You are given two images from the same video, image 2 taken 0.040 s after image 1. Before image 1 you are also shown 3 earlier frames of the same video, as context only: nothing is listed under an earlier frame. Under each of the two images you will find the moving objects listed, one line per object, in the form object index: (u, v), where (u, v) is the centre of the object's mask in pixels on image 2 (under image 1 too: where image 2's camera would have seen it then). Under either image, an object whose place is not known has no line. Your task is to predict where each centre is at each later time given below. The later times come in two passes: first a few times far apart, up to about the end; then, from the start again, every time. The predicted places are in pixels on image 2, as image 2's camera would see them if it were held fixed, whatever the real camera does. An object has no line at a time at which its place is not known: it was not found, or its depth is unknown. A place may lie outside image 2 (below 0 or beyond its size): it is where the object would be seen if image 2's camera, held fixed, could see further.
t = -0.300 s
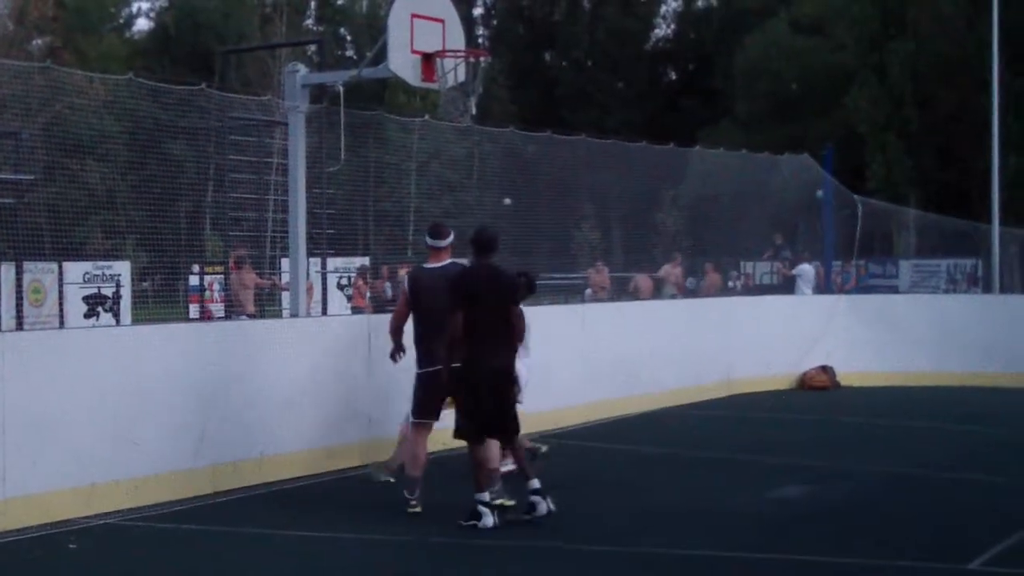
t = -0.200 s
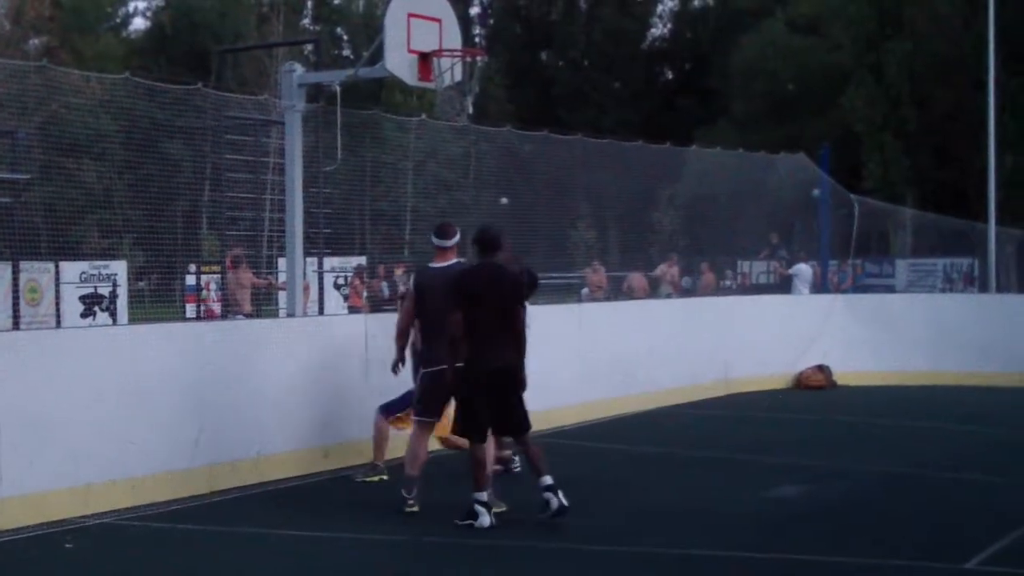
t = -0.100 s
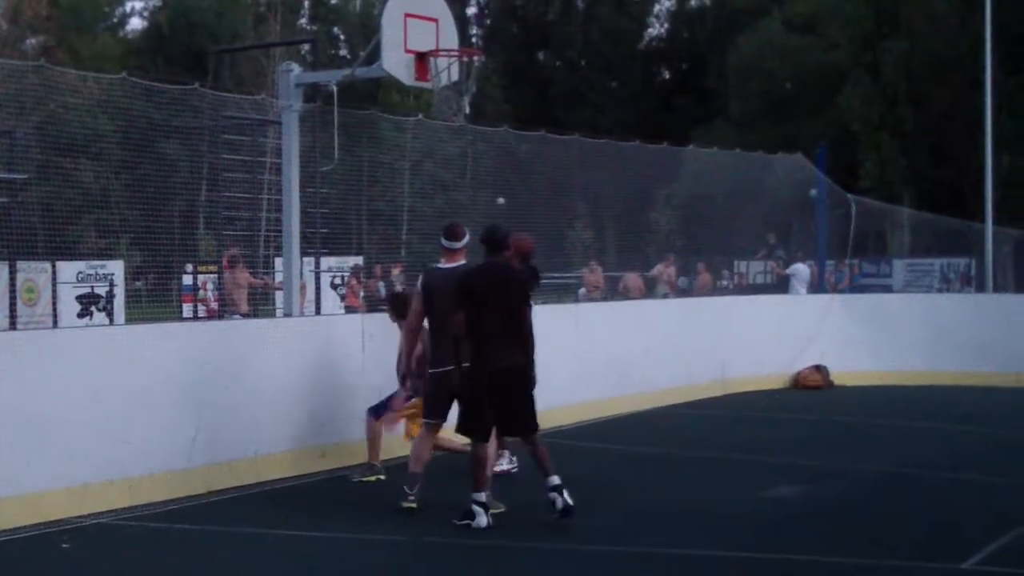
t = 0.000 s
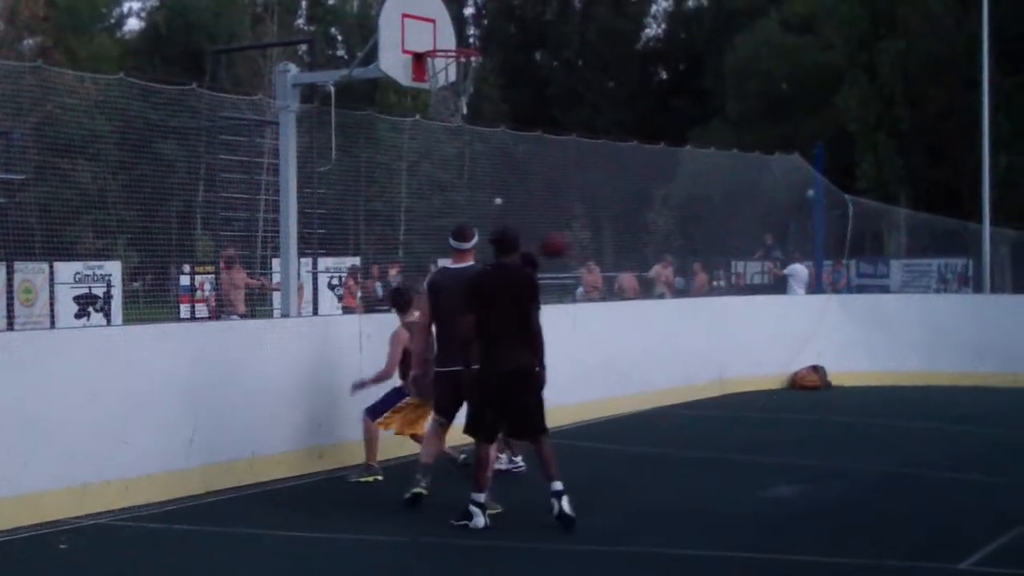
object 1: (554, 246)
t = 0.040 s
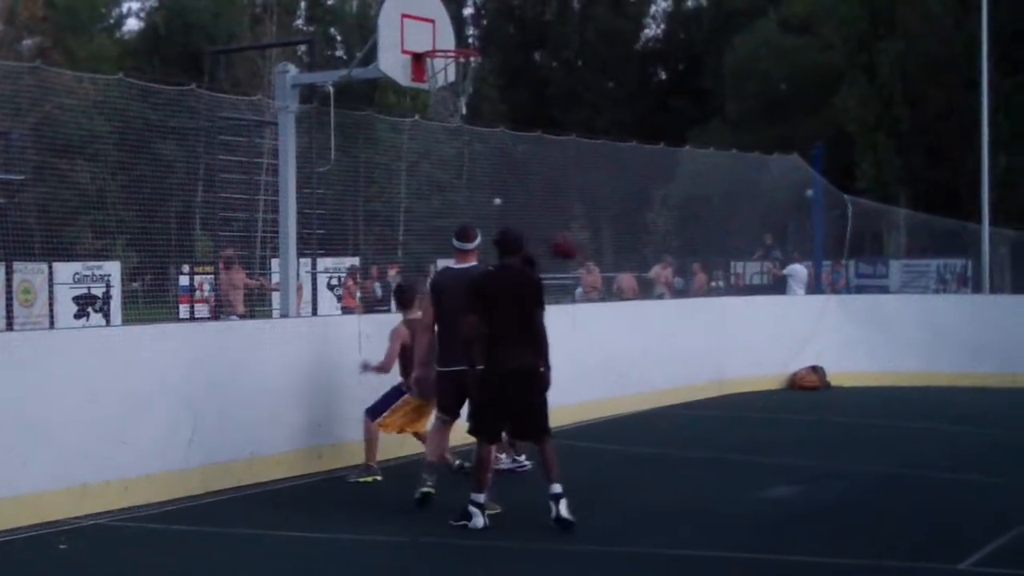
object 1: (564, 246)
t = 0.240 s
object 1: (627, 282)
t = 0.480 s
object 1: (690, 375)
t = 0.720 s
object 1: (739, 364)
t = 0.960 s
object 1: (779, 314)
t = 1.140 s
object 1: (808, 314)
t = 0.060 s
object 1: (572, 248)
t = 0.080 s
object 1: (577, 252)
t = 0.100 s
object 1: (584, 254)
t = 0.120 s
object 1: (587, 255)
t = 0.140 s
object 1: (594, 258)
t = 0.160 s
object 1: (601, 262)
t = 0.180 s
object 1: (606, 265)
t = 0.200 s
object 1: (613, 273)
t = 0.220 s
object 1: (620, 276)
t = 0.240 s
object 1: (627, 282)
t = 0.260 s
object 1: (631, 288)
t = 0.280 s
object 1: (636, 294)
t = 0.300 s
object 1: (642, 300)
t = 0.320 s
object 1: (649, 307)
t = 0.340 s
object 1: (654, 315)
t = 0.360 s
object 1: (659, 322)
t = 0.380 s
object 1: (665, 329)
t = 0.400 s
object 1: (670, 338)
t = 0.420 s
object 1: (675, 347)
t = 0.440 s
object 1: (680, 356)
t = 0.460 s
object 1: (685, 365)
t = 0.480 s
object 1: (690, 375)
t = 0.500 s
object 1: (695, 385)
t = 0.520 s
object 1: (699, 395)
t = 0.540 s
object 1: (704, 407)
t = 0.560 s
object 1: (708, 422)
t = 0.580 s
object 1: (713, 422)
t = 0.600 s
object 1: (717, 414)
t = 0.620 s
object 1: (720, 404)
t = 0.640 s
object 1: (724, 394)
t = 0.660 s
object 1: (728, 386)
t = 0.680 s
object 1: (731, 378)
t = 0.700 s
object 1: (735, 370)
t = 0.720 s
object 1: (739, 364)
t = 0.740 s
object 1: (742, 357)
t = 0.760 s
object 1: (745, 351)
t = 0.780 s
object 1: (748, 345)
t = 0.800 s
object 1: (751, 340)
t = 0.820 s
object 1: (755, 336)
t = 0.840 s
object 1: (759, 331)
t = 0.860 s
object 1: (762, 327)
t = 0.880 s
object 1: (766, 324)
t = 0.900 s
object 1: (769, 321)
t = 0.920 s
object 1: (773, 318)
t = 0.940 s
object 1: (776, 316)
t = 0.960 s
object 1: (779, 314)
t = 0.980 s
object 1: (782, 312)
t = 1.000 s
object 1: (785, 311)
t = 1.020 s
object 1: (789, 310)
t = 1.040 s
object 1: (792, 310)
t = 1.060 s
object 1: (795, 310)
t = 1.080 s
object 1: (799, 311)
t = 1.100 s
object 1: (802, 311)
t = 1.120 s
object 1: (805, 313)
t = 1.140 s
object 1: (808, 314)
